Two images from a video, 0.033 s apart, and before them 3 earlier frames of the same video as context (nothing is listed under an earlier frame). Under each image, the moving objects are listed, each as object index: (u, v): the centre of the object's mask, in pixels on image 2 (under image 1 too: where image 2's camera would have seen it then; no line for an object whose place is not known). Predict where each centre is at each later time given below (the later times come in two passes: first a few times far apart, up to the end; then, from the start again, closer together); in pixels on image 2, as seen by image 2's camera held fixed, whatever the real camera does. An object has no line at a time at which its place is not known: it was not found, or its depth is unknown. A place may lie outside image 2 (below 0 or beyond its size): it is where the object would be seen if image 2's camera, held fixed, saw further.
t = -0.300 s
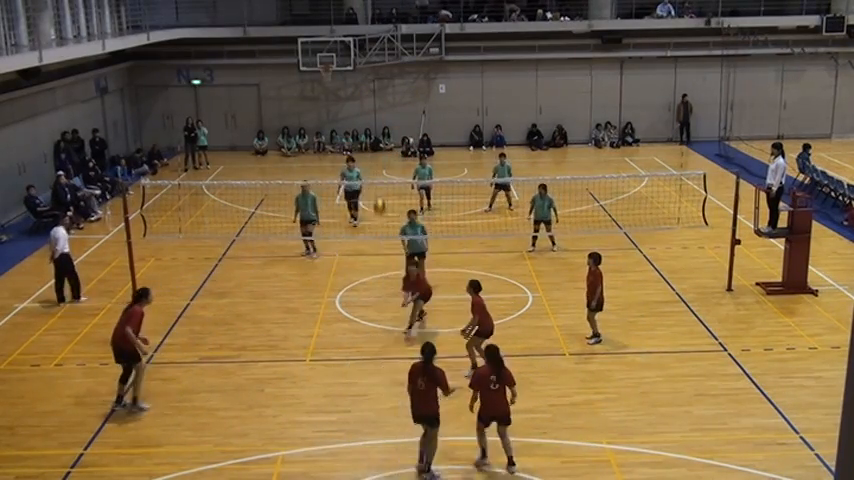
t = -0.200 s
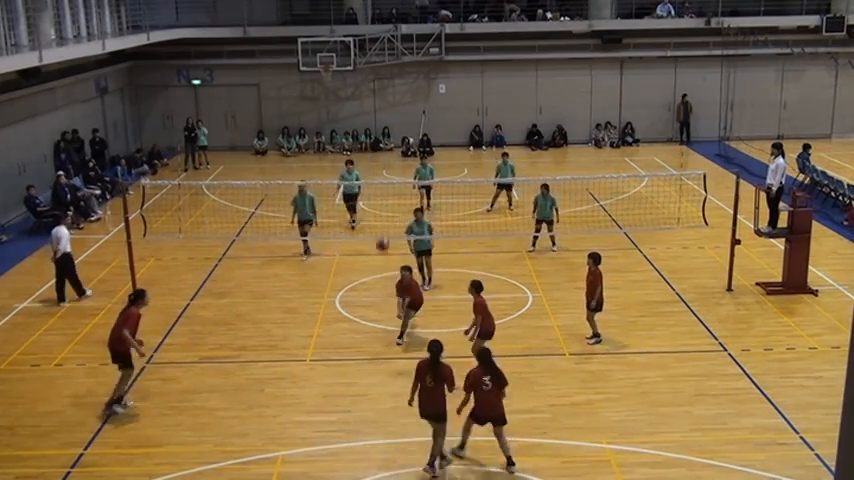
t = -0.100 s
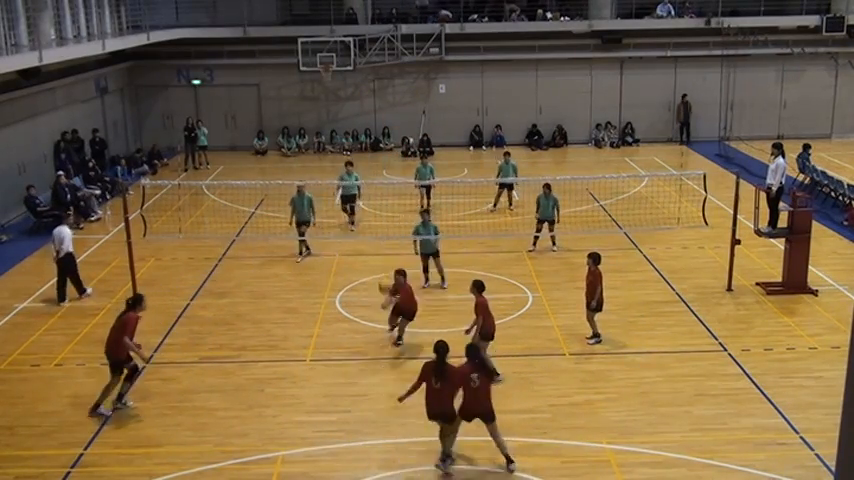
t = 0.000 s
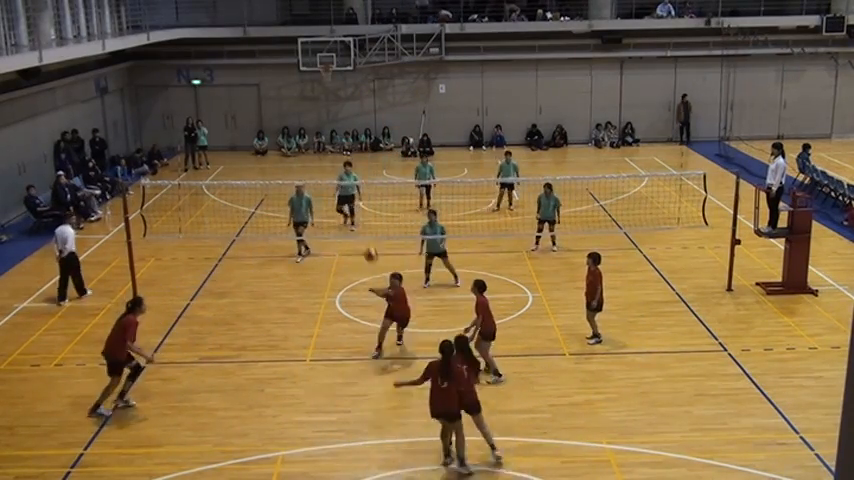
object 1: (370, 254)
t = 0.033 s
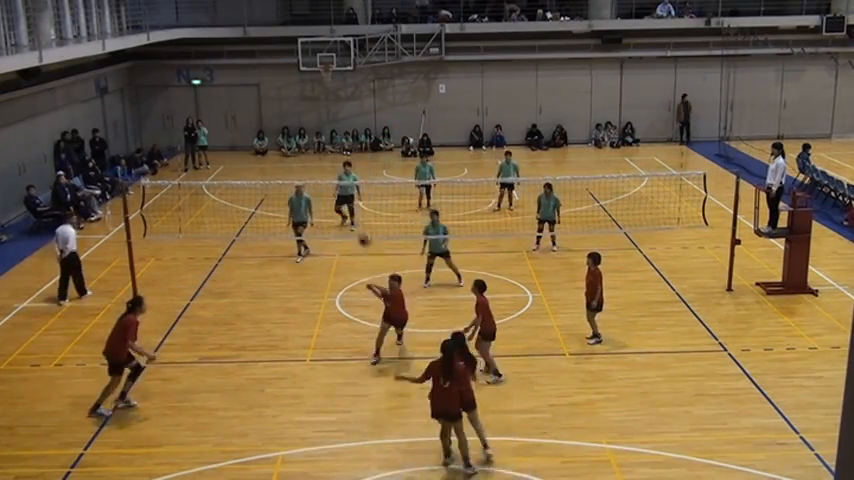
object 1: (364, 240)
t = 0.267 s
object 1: (324, 154)
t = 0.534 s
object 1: (279, 95)
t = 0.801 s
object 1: (239, 86)
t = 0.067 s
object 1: (360, 224)
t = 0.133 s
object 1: (346, 200)
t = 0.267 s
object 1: (324, 154)
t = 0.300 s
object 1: (318, 146)
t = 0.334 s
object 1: (312, 135)
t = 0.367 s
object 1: (307, 128)
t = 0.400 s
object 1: (301, 120)
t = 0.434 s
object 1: (296, 112)
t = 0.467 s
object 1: (290, 106)
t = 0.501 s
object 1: (284, 101)
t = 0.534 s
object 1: (279, 95)
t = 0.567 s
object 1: (275, 93)
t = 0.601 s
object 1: (268, 90)
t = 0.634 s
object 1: (264, 86)
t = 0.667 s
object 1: (259, 85)
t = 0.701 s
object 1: (253, 85)
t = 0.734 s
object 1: (249, 84)
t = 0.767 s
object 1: (242, 85)
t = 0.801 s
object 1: (239, 86)
